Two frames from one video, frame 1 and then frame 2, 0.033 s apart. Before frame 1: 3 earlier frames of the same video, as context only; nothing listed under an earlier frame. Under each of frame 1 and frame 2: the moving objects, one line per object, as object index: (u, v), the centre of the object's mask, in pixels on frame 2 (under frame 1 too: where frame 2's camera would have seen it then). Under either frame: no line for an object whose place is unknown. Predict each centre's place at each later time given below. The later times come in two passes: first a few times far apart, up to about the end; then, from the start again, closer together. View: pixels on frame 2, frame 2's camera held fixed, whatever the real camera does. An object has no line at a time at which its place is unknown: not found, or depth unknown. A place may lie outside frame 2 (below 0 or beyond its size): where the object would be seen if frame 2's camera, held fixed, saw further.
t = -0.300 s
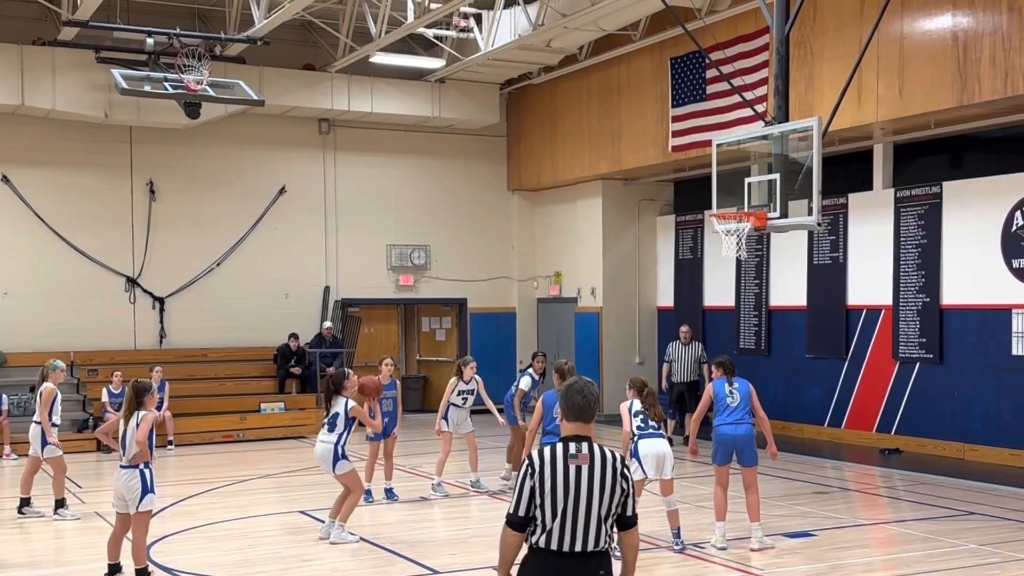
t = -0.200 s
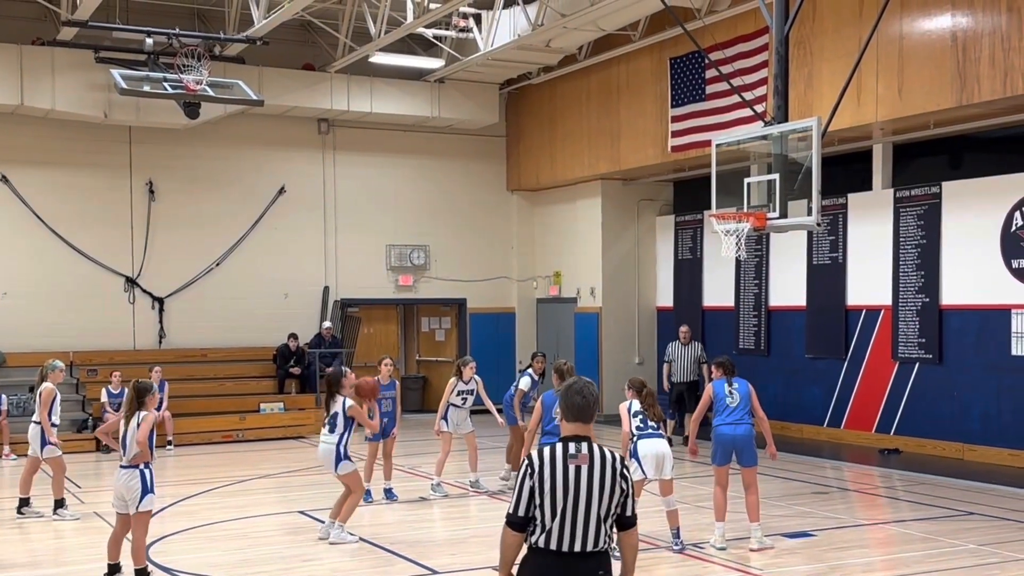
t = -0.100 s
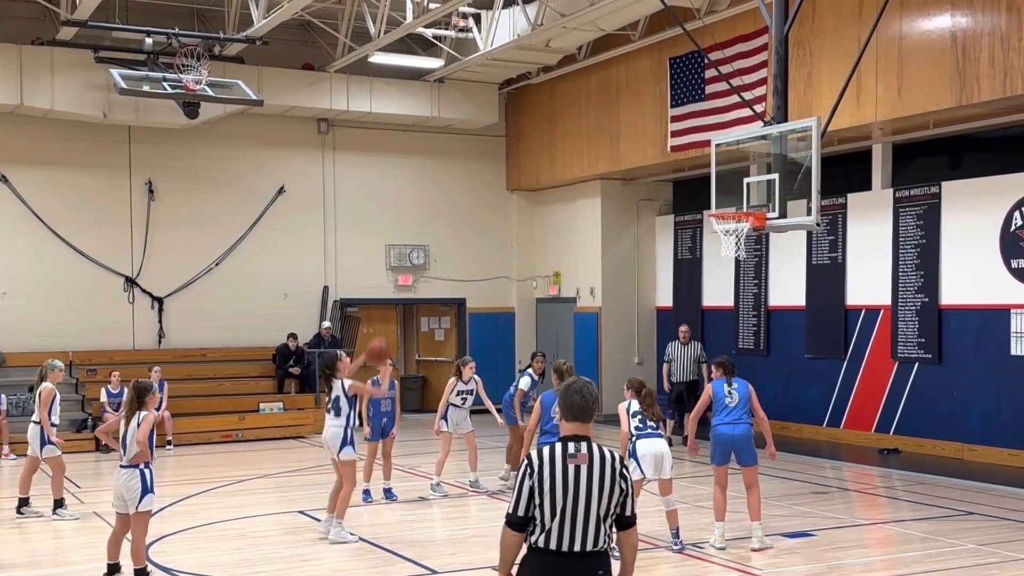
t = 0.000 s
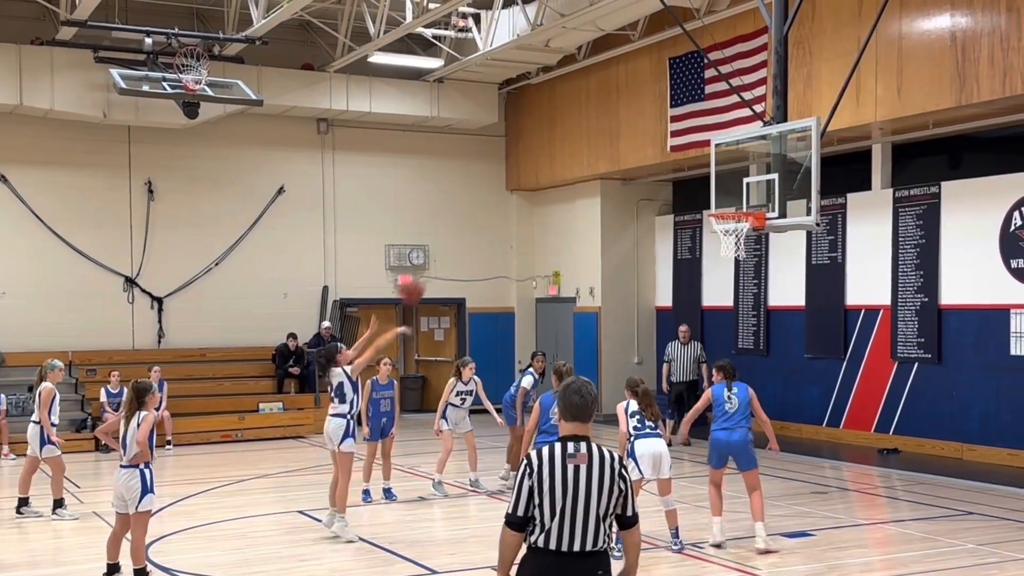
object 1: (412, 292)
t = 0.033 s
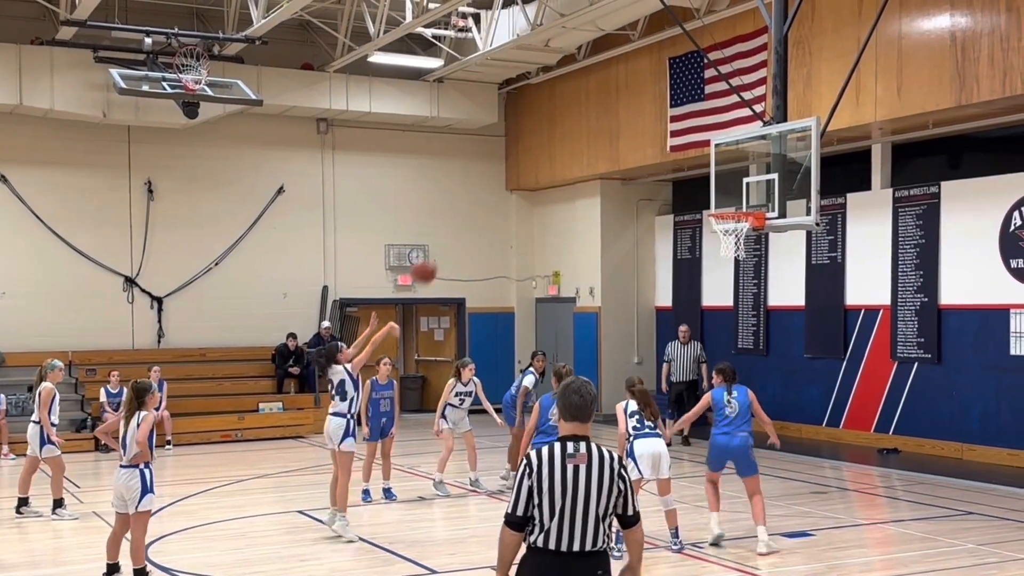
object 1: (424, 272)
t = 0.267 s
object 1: (508, 176)
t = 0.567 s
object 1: (608, 139)
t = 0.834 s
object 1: (689, 180)
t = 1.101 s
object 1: (705, 182)
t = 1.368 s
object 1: (692, 204)
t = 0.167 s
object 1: (474, 209)
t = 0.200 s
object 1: (485, 197)
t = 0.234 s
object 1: (497, 185)
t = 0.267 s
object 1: (508, 176)
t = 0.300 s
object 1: (520, 166)
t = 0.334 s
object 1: (531, 159)
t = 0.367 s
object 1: (543, 152)
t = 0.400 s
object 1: (553, 147)
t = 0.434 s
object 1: (565, 144)
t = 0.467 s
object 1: (576, 141)
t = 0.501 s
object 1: (587, 139)
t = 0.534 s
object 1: (597, 139)
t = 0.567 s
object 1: (608, 139)
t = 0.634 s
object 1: (629, 143)
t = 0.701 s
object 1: (649, 151)
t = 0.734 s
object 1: (659, 156)
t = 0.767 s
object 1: (671, 163)
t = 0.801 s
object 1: (679, 171)
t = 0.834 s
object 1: (689, 180)
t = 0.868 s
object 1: (698, 189)
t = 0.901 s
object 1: (707, 198)
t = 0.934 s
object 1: (712, 202)
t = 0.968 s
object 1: (710, 196)
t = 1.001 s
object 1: (709, 191)
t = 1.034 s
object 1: (708, 187)
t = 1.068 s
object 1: (706, 184)
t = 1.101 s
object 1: (705, 182)
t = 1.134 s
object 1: (703, 182)
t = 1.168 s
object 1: (701, 182)
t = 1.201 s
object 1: (699, 183)
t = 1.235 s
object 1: (698, 185)
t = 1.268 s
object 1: (696, 188)
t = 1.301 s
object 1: (695, 192)
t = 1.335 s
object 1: (694, 198)
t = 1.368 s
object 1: (692, 204)
